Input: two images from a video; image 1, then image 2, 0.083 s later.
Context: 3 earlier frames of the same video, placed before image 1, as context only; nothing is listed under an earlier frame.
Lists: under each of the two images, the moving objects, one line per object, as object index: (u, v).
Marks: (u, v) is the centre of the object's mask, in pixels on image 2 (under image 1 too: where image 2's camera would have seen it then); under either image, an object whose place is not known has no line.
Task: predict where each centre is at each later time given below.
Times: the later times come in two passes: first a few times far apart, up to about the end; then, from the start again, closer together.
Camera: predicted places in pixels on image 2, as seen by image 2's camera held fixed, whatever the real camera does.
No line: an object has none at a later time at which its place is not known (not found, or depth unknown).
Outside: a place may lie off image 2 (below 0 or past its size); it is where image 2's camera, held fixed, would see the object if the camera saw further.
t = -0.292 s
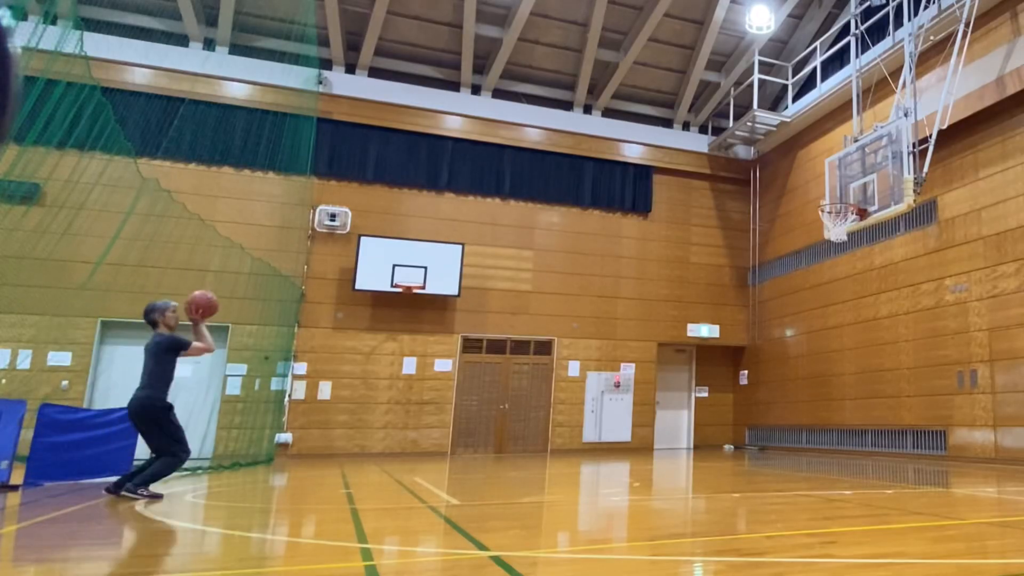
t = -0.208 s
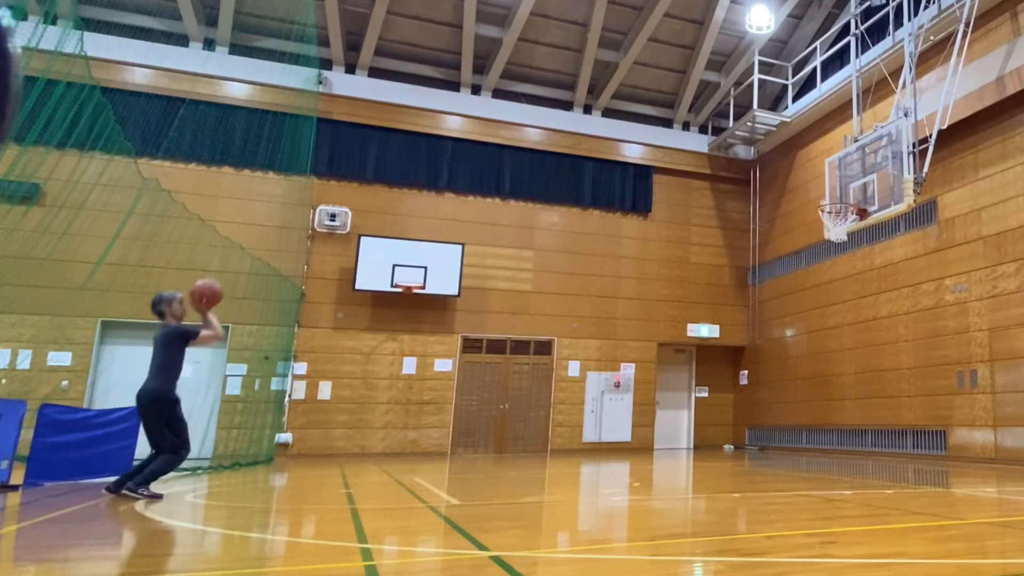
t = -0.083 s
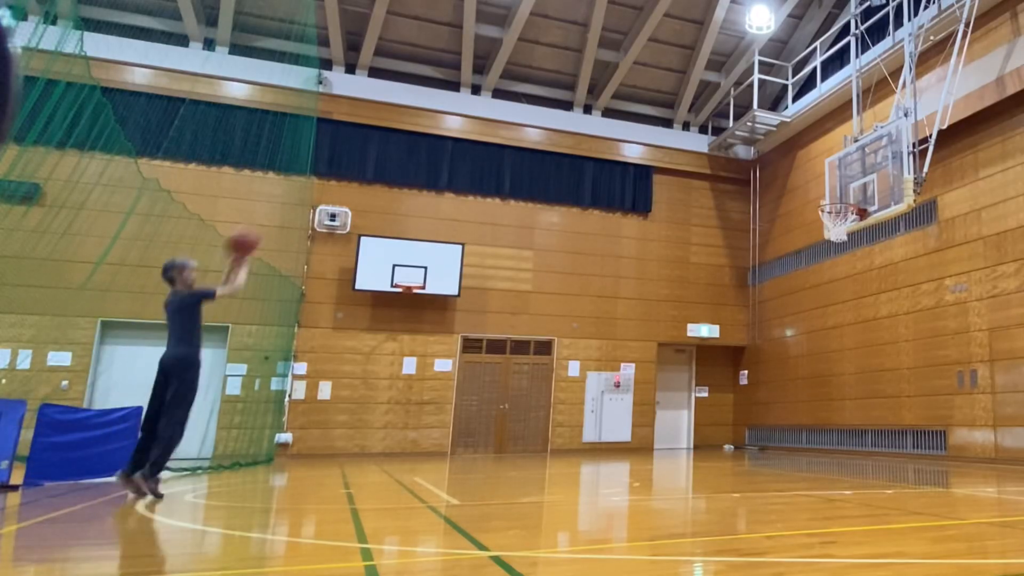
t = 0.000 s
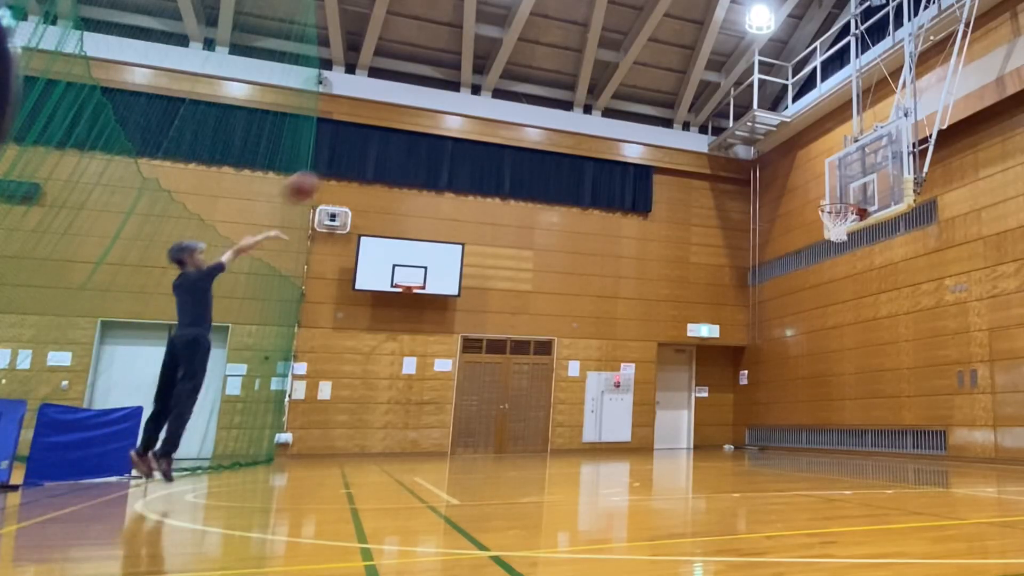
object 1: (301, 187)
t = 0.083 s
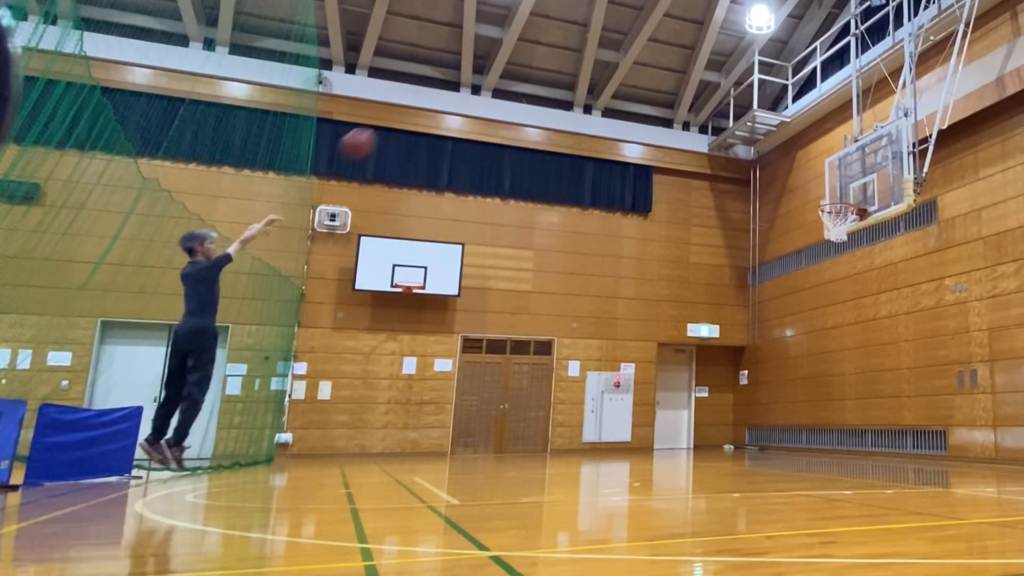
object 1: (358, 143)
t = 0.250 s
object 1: (457, 84)
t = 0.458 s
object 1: (563, 56)
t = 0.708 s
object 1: (667, 68)
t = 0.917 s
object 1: (743, 115)
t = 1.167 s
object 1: (819, 194)
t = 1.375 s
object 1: (834, 165)
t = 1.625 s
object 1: (852, 174)
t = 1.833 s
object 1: (845, 194)
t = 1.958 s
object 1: (842, 218)
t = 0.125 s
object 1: (384, 126)
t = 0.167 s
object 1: (411, 110)
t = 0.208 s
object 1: (436, 95)
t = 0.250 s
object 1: (457, 84)
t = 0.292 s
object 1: (480, 76)
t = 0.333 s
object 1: (502, 67)
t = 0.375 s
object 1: (522, 63)
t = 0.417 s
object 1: (541, 58)
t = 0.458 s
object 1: (563, 56)
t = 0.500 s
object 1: (581, 54)
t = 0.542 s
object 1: (601, 55)
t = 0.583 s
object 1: (616, 56)
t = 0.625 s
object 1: (634, 59)
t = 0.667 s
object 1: (650, 63)
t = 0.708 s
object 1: (667, 68)
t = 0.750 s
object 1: (684, 76)
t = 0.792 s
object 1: (699, 84)
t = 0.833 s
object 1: (713, 93)
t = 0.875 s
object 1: (728, 104)
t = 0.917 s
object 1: (743, 115)
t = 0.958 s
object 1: (757, 129)
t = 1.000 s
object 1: (769, 143)
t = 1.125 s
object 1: (812, 191)
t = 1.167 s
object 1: (819, 194)
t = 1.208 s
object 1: (822, 186)
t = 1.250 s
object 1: (825, 178)
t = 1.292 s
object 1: (829, 172)
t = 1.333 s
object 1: (831, 168)
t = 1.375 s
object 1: (834, 165)
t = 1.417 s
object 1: (837, 163)
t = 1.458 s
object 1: (840, 163)
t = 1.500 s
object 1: (843, 163)
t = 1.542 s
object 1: (846, 166)
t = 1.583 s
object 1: (849, 169)
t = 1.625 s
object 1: (852, 174)
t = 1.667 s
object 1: (851, 176)
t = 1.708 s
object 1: (849, 179)
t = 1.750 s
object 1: (848, 182)
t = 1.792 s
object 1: (846, 188)
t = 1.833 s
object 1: (845, 194)
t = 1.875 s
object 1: (843, 200)
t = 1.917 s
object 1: (842, 210)
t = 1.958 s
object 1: (842, 218)
